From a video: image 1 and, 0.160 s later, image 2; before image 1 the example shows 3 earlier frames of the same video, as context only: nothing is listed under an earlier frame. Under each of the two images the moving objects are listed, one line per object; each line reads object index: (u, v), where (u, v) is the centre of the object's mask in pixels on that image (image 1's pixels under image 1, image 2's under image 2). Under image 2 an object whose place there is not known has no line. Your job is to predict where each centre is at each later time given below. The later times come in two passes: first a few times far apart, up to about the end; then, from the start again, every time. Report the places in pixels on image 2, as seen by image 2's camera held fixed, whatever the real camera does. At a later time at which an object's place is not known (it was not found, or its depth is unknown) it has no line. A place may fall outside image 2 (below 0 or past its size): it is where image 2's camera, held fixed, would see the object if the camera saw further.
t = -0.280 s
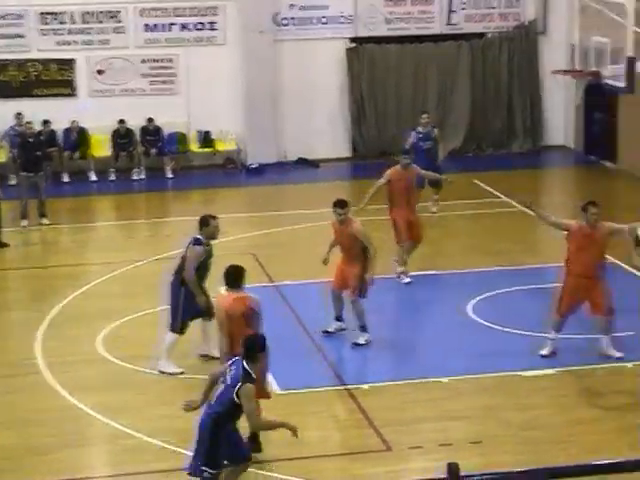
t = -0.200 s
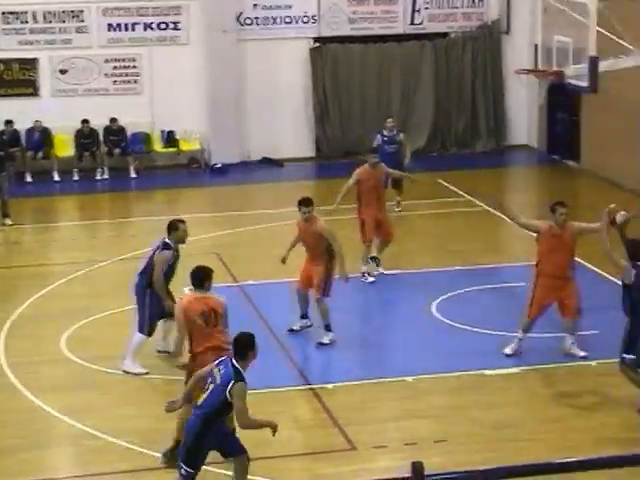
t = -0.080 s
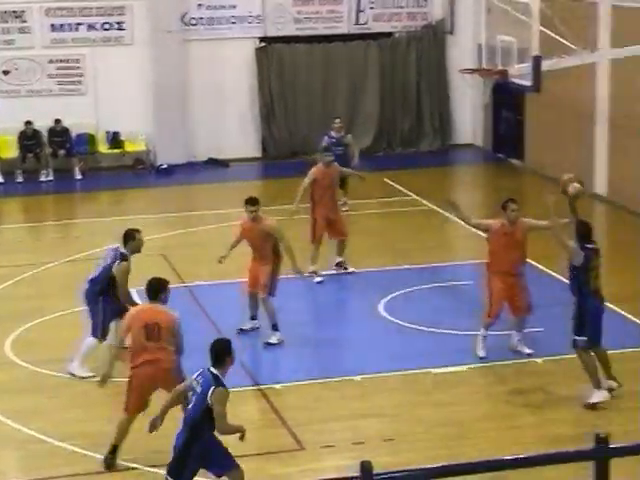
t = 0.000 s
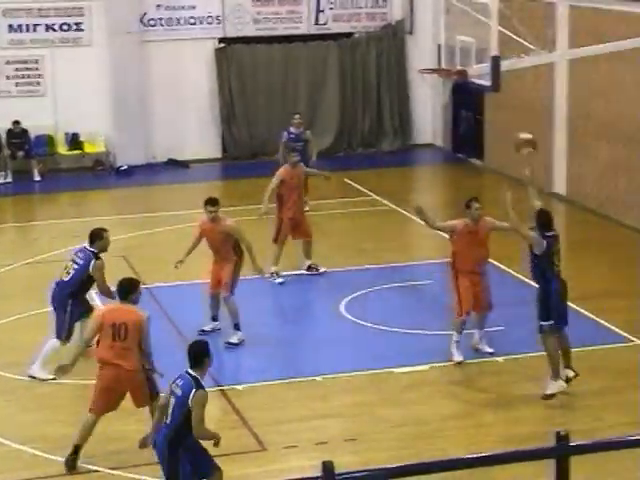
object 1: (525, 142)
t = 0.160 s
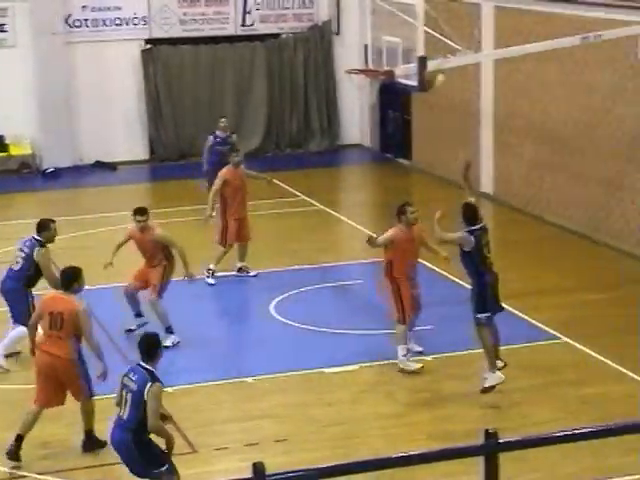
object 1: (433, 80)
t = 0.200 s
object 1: (428, 66)
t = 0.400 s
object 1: (407, 29)
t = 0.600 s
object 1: (386, 29)
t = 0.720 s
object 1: (375, 44)
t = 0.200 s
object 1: (428, 66)
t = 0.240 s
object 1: (424, 56)
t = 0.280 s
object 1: (420, 47)
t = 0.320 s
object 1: (415, 41)
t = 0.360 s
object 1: (411, 35)
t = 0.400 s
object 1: (407, 29)
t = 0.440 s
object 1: (403, 26)
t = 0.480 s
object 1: (398, 25)
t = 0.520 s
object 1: (394, 25)
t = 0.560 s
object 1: (390, 26)
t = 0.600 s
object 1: (386, 29)
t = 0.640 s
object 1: (383, 32)
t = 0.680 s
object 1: (379, 37)
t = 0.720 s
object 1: (375, 44)
